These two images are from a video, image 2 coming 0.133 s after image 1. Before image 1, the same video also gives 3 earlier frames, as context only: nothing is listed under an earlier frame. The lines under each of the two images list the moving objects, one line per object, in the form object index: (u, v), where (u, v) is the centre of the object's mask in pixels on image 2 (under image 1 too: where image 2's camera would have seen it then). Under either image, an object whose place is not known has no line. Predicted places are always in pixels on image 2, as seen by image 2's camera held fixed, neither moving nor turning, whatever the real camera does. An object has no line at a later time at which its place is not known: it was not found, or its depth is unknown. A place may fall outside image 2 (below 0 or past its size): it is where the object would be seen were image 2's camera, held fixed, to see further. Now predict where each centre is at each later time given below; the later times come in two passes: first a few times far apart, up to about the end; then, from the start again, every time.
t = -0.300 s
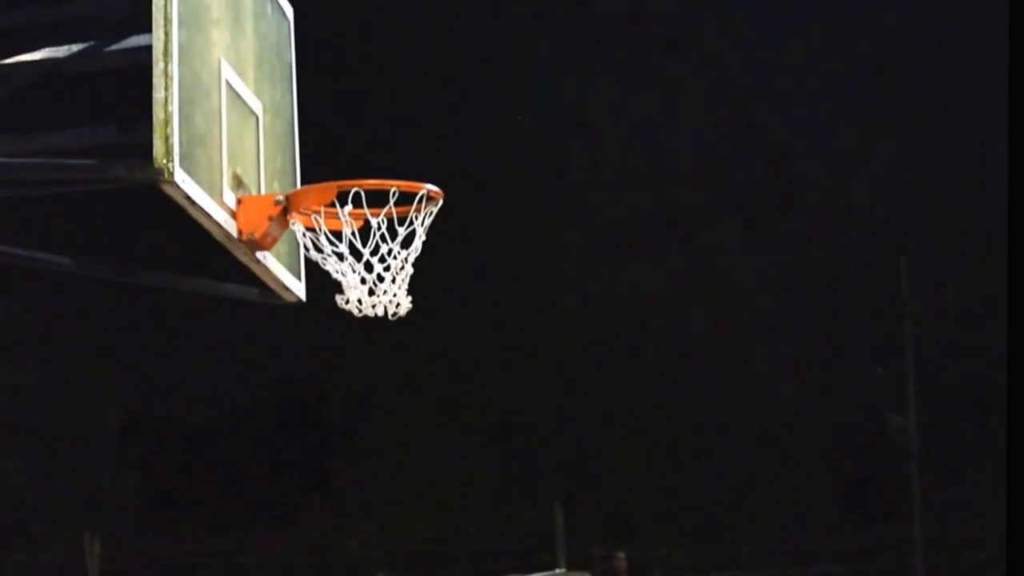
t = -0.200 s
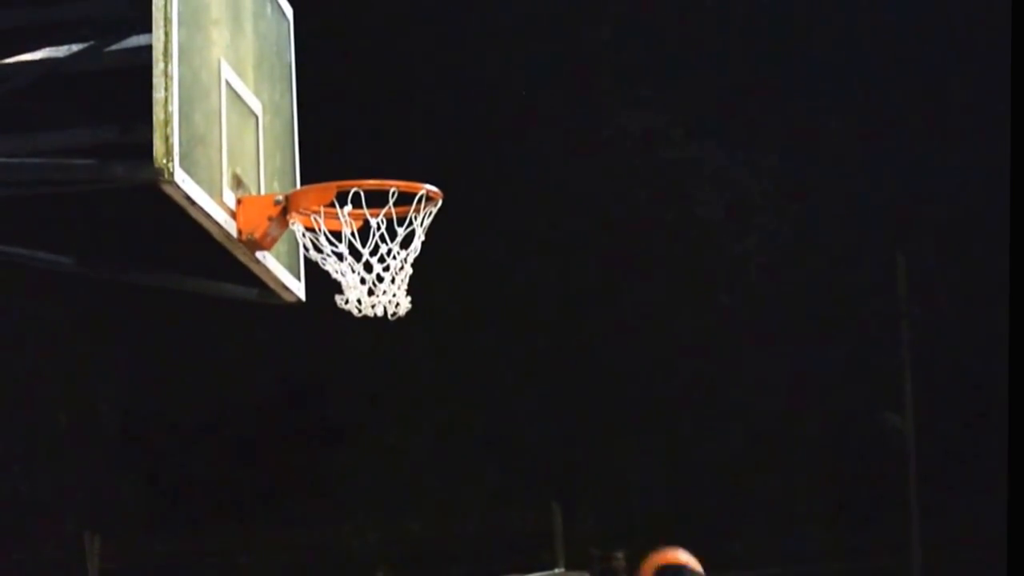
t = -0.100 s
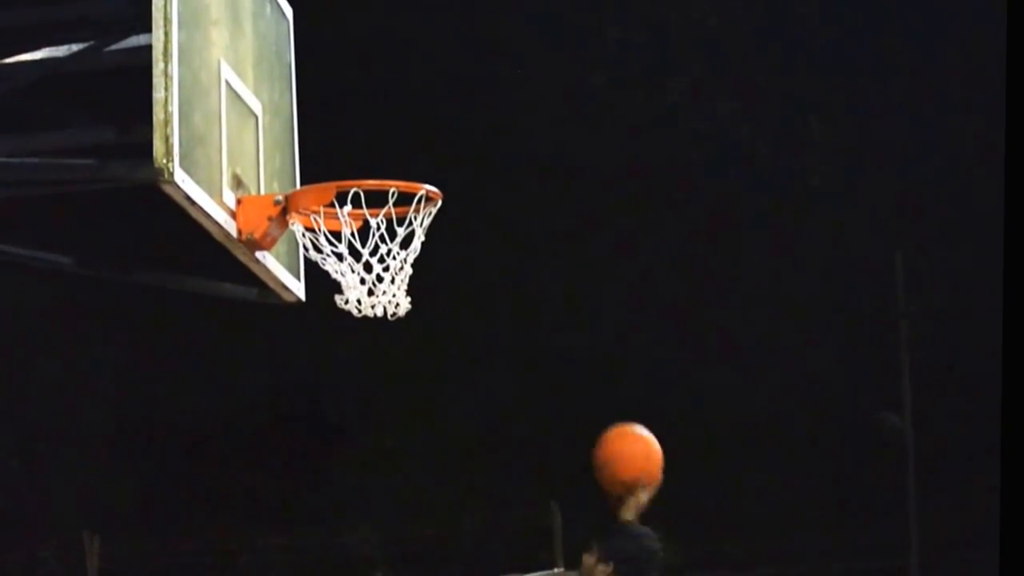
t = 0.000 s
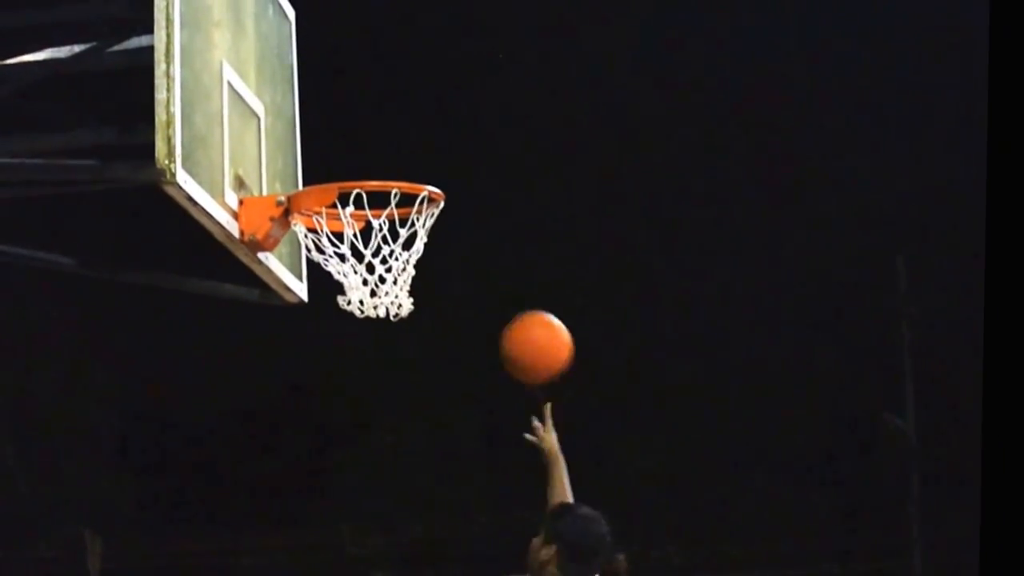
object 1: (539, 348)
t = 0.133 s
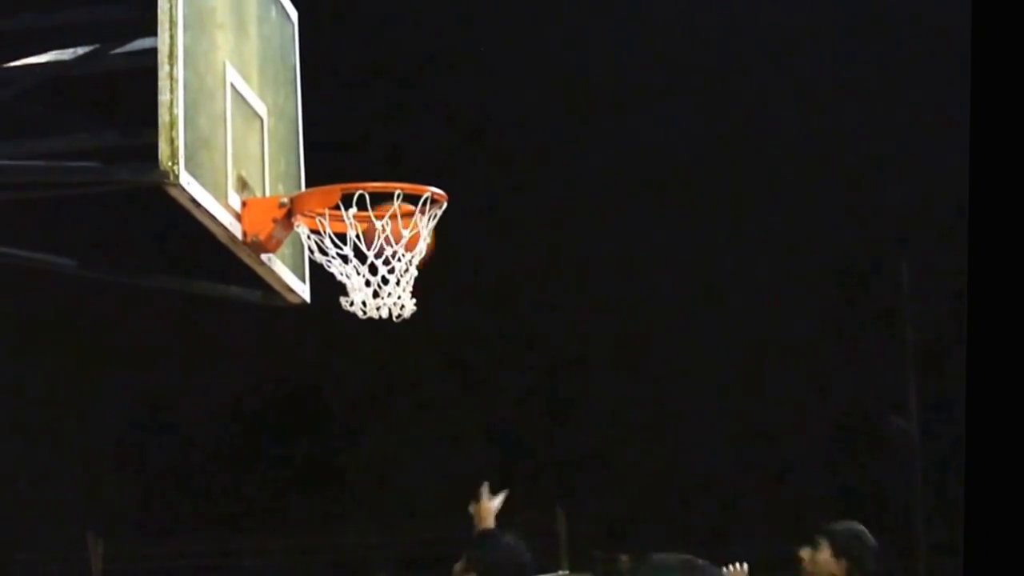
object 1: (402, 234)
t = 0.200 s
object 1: (330, 182)
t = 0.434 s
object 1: (490, 235)
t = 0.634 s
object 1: (672, 402)
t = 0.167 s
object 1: (373, 210)
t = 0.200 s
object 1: (330, 182)
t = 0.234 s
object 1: (327, 180)
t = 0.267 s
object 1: (349, 175)
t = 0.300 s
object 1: (377, 180)
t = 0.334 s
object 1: (402, 188)
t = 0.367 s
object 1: (448, 204)
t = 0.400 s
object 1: (467, 221)
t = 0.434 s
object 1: (490, 235)
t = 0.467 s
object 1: (520, 253)
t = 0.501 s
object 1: (550, 276)
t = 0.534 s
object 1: (579, 301)
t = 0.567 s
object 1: (610, 331)
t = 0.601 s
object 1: (640, 365)
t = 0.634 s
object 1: (672, 402)
